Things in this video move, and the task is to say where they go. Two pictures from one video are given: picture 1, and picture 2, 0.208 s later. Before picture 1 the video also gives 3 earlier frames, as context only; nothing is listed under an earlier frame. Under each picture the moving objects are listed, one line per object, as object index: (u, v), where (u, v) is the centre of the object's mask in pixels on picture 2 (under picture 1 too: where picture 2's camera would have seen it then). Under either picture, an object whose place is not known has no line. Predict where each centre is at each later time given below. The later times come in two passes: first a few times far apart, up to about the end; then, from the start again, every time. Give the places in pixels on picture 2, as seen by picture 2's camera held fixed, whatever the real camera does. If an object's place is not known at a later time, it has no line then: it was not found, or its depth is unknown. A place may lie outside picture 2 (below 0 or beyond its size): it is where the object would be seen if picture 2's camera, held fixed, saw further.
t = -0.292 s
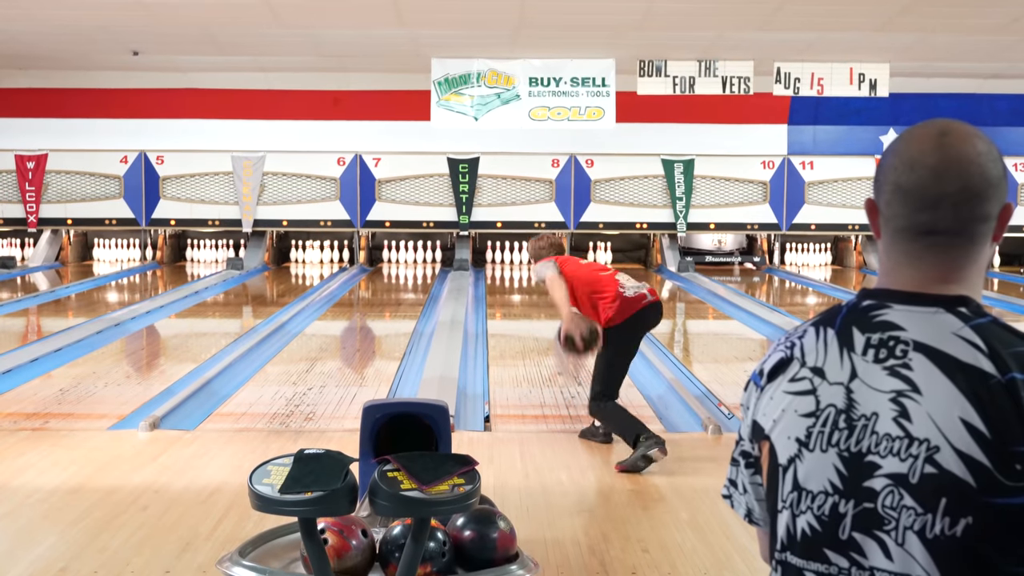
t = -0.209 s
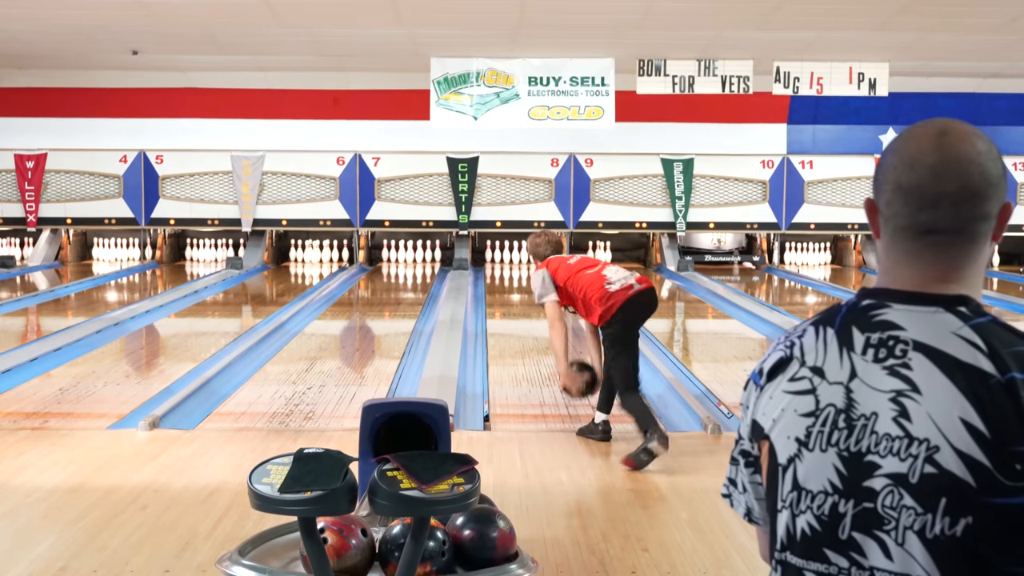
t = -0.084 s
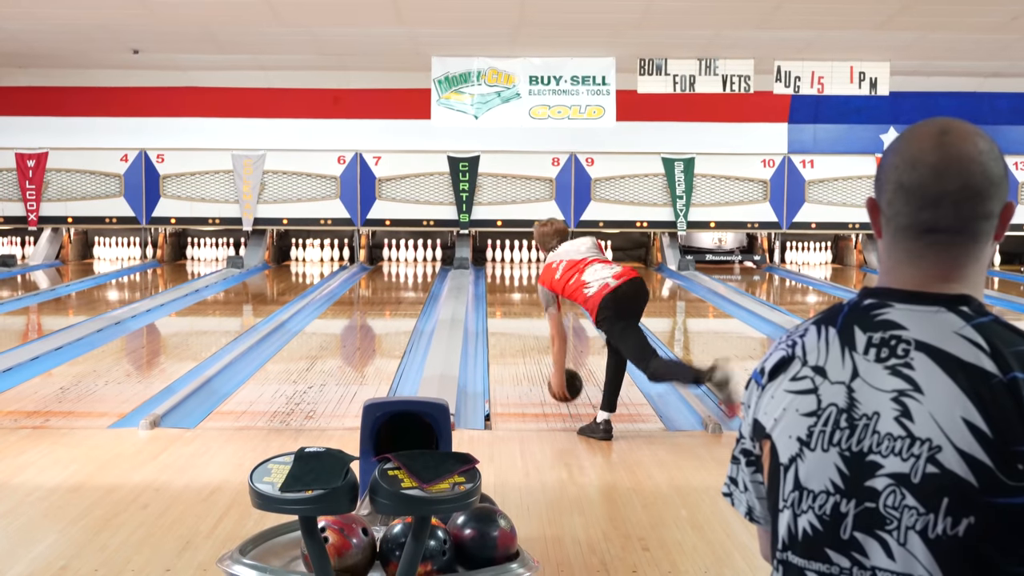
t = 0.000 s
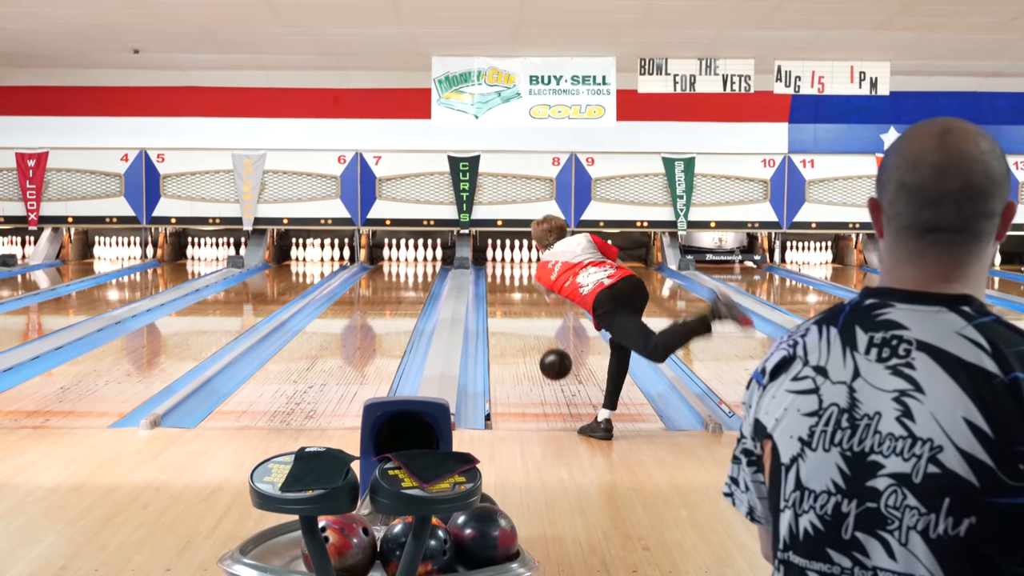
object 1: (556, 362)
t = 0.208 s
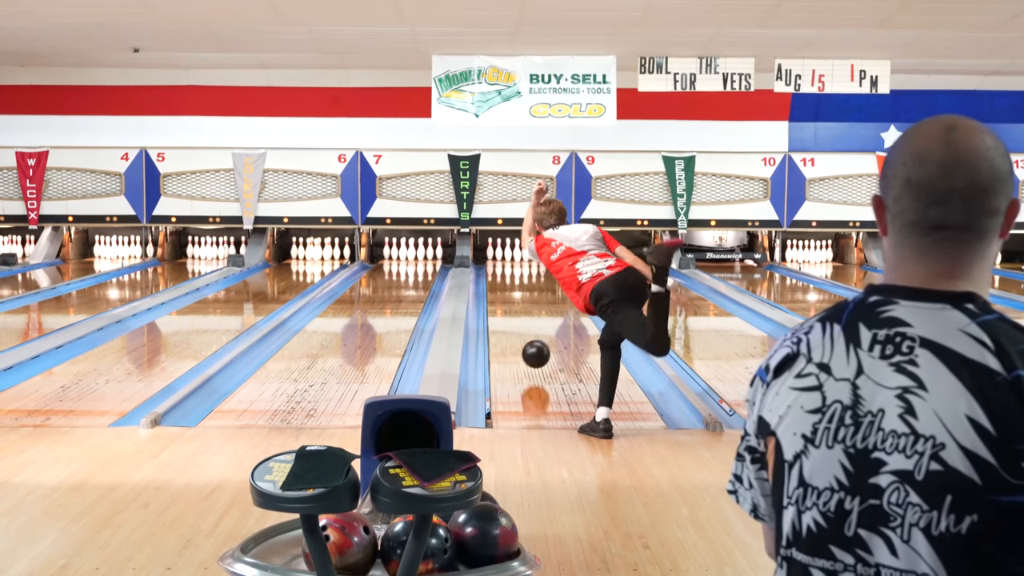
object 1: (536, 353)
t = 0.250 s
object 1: (532, 357)
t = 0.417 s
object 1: (521, 339)
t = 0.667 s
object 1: (509, 318)
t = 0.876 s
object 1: (501, 304)
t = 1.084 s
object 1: (497, 294)
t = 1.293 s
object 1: (494, 284)
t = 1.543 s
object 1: (493, 274)
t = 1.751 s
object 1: (495, 268)
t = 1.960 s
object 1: (501, 262)
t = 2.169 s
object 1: (509, 258)
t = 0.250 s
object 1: (532, 357)
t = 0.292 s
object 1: (529, 350)
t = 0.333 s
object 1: (526, 345)
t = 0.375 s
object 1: (524, 342)
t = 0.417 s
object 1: (521, 339)
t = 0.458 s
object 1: (519, 335)
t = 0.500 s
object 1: (516, 331)
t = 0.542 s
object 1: (514, 328)
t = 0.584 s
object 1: (512, 324)
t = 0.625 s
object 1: (511, 321)
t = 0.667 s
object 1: (509, 318)
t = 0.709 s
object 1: (507, 315)
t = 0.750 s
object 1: (505, 312)
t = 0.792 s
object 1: (504, 309)
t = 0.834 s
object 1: (503, 307)
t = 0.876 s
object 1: (501, 304)
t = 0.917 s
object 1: (500, 302)
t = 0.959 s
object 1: (499, 300)
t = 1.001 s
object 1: (498, 298)
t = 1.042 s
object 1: (498, 296)
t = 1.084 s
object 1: (497, 294)
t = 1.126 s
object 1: (496, 292)
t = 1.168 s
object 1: (495, 289)
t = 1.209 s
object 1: (495, 287)
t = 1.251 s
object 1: (494, 286)
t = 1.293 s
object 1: (494, 284)
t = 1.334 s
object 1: (493, 282)
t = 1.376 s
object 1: (493, 281)
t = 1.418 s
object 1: (493, 279)
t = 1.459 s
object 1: (493, 277)
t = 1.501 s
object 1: (493, 276)
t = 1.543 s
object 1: (493, 274)
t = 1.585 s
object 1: (493, 273)
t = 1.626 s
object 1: (493, 271)
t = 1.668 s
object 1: (494, 270)
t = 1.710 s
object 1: (494, 269)
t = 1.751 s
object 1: (495, 268)
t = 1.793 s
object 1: (496, 267)
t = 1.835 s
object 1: (497, 266)
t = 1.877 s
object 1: (498, 265)
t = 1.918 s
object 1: (500, 263)
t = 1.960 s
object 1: (501, 262)
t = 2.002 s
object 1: (502, 261)
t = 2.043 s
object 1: (504, 261)
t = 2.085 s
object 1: (505, 260)
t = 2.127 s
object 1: (507, 259)
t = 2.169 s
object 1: (509, 258)
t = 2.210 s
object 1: (511, 257)
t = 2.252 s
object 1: (513, 256)
